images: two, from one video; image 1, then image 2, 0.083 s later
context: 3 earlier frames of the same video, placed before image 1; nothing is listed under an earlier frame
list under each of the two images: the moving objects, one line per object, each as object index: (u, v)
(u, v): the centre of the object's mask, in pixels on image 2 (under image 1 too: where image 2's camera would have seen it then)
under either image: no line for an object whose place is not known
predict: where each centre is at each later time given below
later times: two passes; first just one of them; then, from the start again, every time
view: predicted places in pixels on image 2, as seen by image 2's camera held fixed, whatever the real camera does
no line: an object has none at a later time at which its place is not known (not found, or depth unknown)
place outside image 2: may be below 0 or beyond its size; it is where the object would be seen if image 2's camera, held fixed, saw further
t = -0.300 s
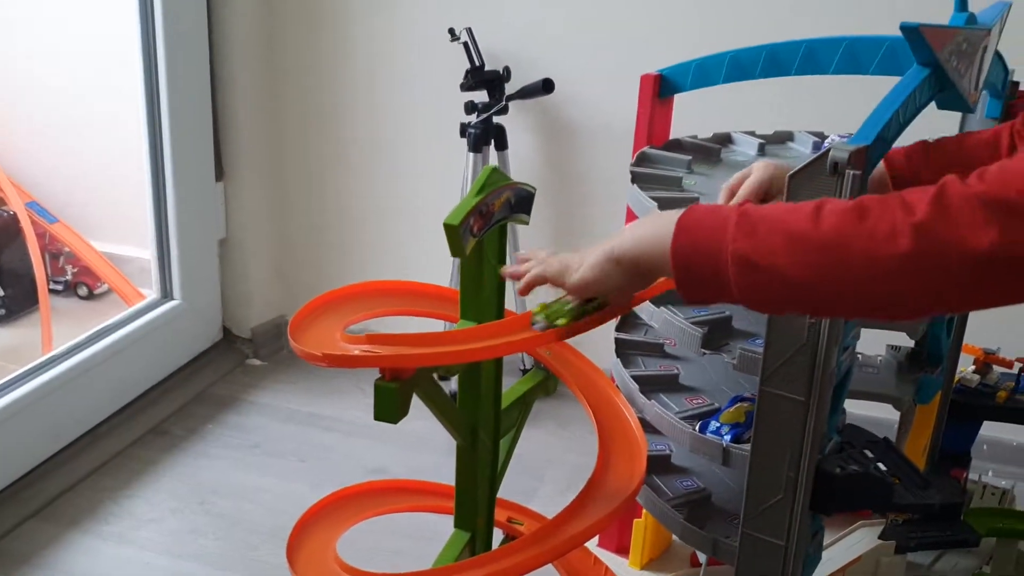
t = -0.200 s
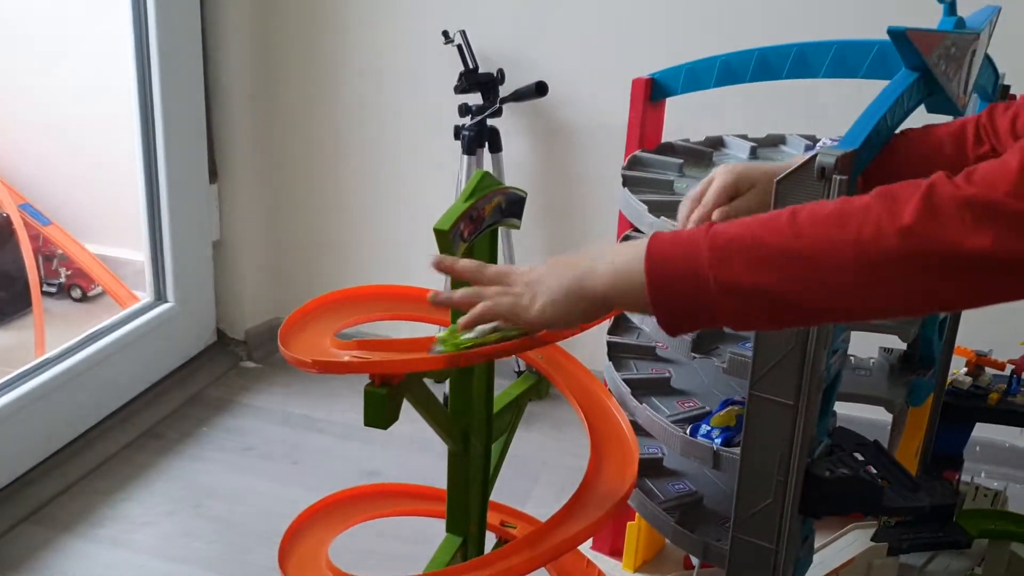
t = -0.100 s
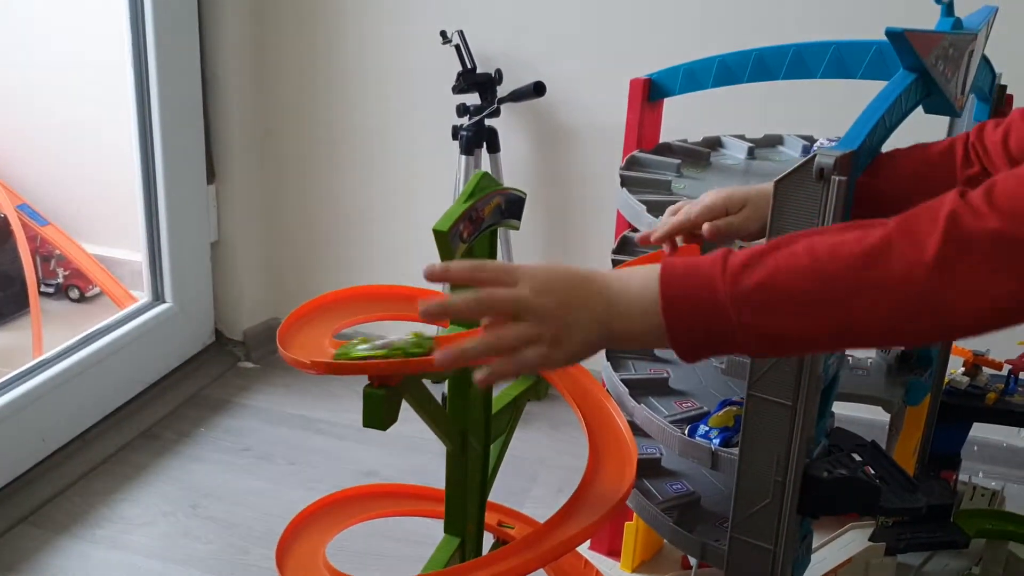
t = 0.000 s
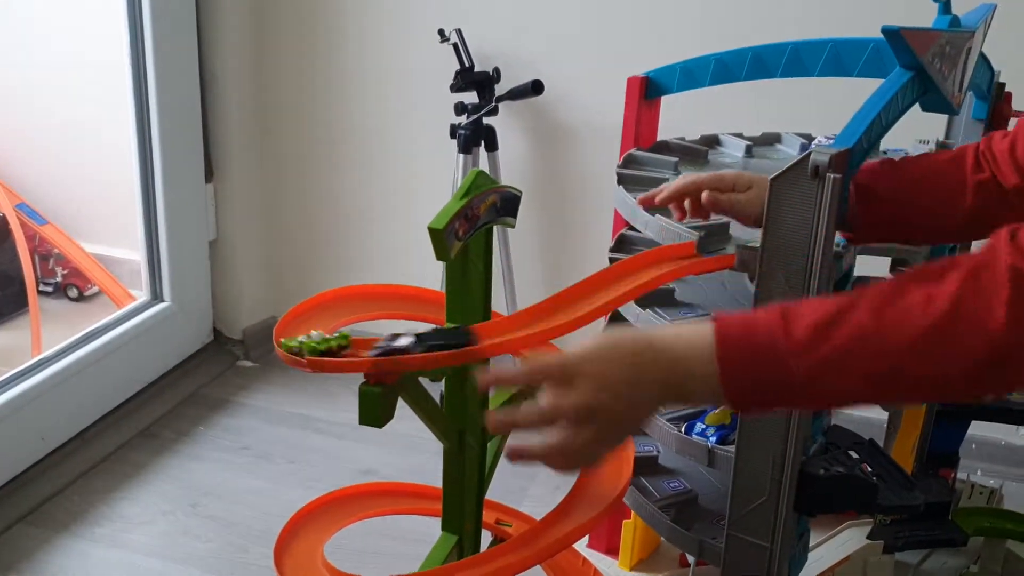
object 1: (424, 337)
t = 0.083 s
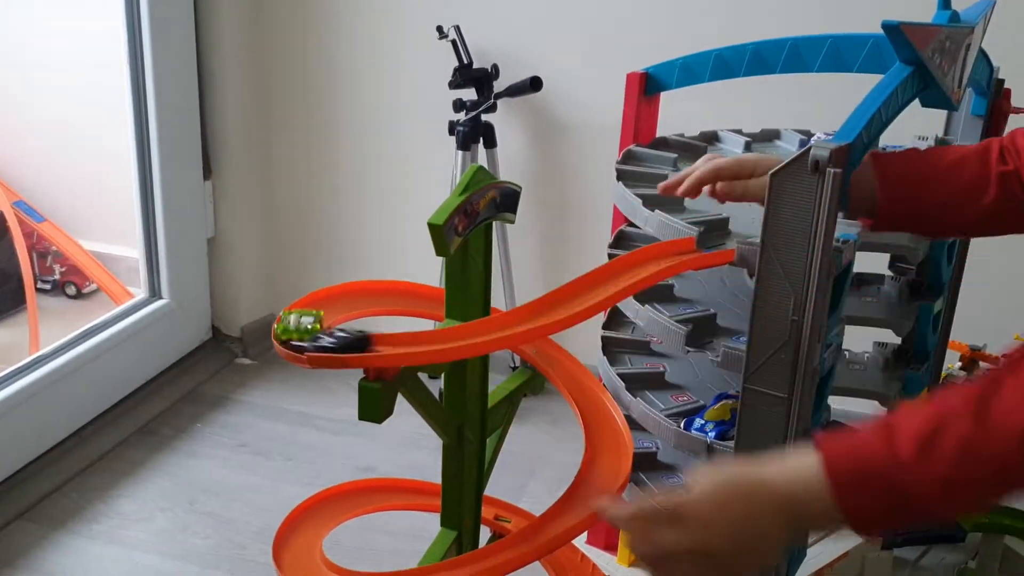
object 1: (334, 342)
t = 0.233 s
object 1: (304, 323)
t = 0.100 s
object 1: (323, 341)
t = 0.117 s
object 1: (315, 339)
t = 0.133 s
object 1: (310, 339)
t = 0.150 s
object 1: (305, 336)
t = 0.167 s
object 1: (304, 335)
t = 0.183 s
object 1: (301, 333)
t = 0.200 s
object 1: (300, 330)
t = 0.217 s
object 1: (301, 327)
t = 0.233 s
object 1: (304, 323)
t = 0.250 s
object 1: (306, 320)
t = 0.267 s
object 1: (307, 315)
